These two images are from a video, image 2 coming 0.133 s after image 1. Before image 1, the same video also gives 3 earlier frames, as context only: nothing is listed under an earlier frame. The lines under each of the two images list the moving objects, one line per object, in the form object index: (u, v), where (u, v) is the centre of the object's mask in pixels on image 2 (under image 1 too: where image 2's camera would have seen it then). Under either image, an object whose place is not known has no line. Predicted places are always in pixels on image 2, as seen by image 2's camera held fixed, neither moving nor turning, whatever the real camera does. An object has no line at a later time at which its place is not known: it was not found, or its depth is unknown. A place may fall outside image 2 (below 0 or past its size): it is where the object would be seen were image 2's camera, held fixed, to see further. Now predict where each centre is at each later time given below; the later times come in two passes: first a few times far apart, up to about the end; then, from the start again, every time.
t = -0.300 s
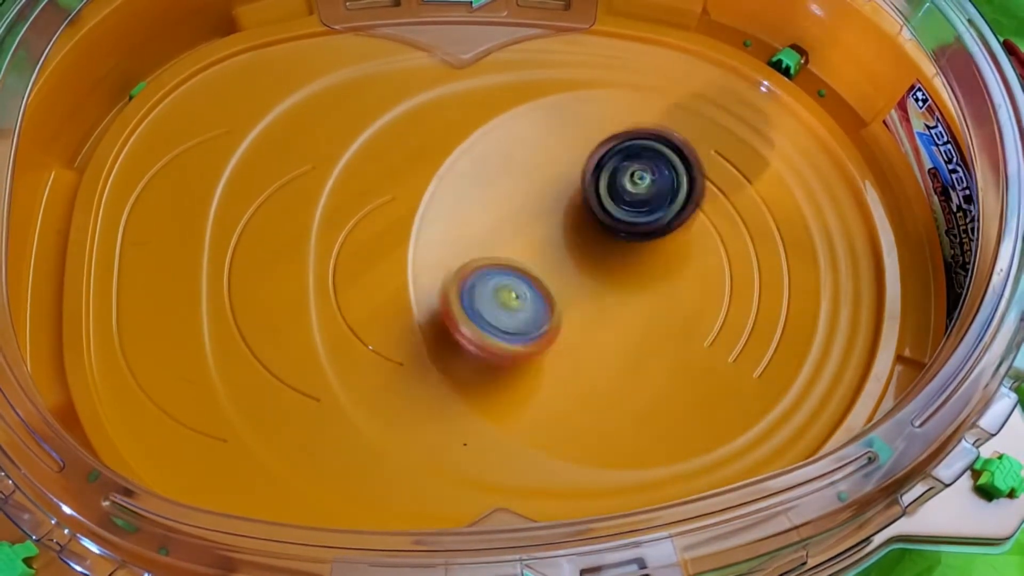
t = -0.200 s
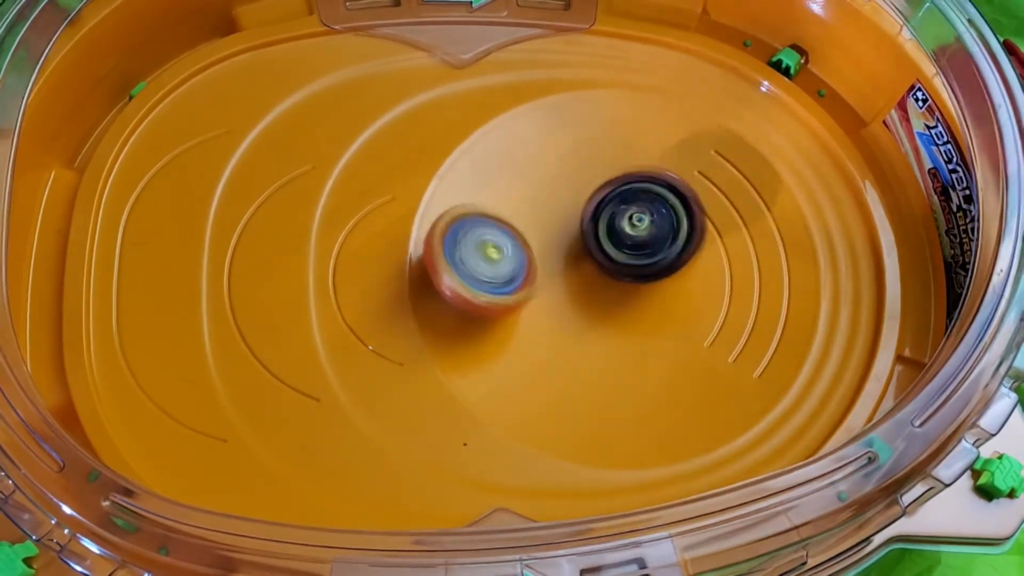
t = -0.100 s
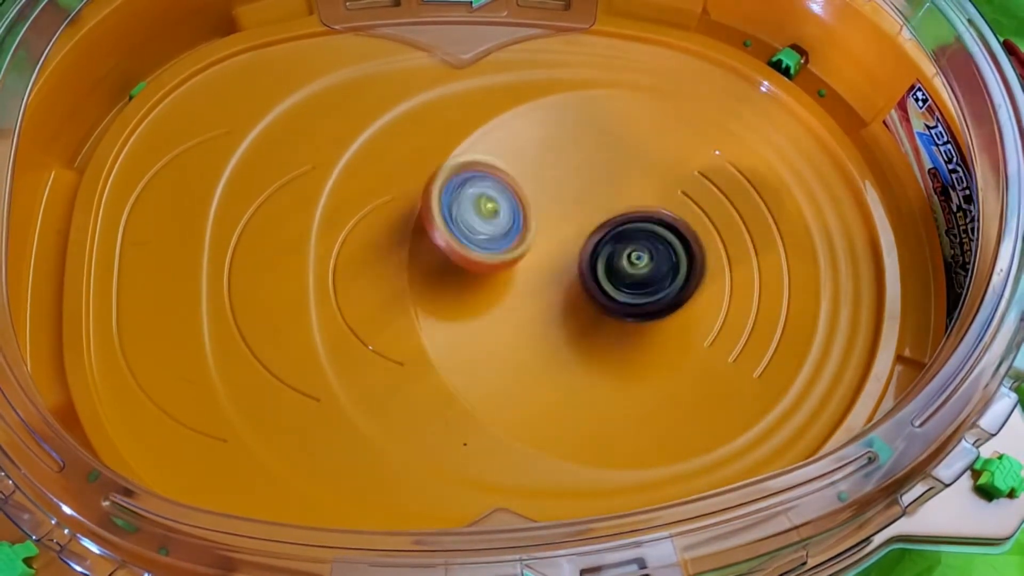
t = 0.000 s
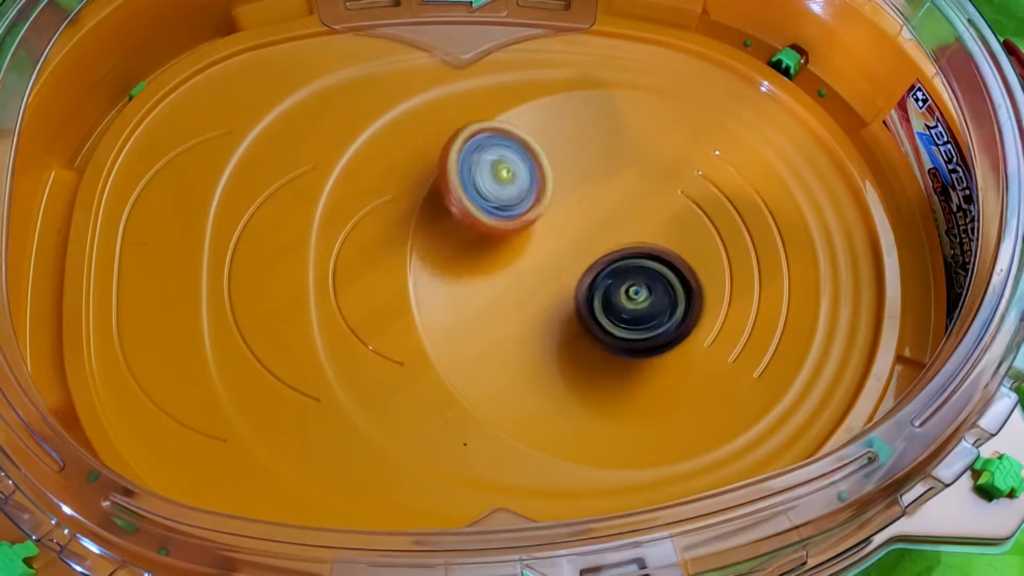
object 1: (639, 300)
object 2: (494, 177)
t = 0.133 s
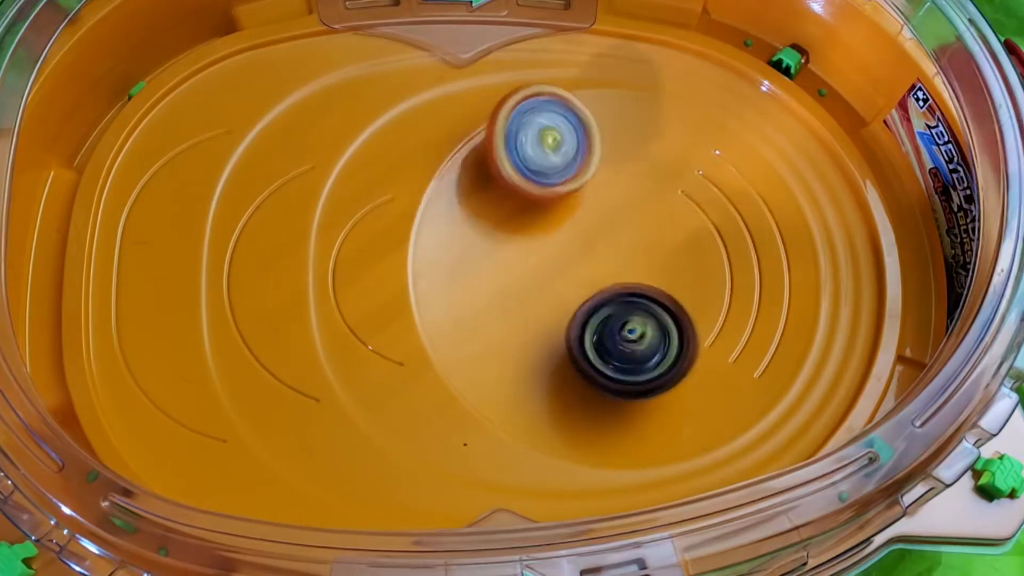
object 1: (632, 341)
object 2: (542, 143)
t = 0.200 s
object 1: (630, 356)
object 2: (571, 128)
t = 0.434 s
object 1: (615, 333)
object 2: (673, 110)
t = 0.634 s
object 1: (581, 263)
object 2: (716, 169)
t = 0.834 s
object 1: (559, 201)
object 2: (724, 273)
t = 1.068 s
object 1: (564, 164)
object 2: (666, 373)
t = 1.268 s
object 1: (610, 184)
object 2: (602, 397)
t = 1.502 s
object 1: (681, 216)
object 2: (529, 326)
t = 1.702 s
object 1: (702, 240)
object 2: (506, 226)
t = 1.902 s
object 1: (673, 274)
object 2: (553, 146)
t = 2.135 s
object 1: (615, 306)
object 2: (645, 111)
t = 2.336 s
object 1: (579, 309)
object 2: (700, 159)
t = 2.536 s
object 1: (569, 279)
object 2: (721, 260)
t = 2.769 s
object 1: (574, 219)
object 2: (684, 368)
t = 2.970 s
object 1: (590, 185)
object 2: (603, 377)
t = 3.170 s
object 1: (621, 183)
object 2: (525, 315)
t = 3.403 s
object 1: (657, 214)
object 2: (512, 202)
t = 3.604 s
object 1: (669, 249)
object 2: (577, 137)
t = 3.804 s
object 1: (656, 278)
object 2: (665, 127)
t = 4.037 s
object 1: (616, 293)
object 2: (719, 207)
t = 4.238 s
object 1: (536, 268)
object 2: (747, 326)
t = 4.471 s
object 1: (554, 224)
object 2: (676, 402)
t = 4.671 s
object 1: (642, 217)
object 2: (569, 345)
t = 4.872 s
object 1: (695, 252)
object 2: (508, 226)
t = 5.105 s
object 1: (646, 293)
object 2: (544, 122)
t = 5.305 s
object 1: (565, 269)
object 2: (633, 115)
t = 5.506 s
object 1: (566, 222)
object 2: (708, 191)
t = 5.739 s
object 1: (635, 214)
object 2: (707, 331)
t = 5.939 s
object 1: (654, 259)
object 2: (629, 388)
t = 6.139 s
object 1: (614, 278)
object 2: (533, 347)
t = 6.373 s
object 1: (613, 225)
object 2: (465, 240)
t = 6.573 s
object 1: (622, 227)
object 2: (527, 159)
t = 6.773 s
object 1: (666, 334)
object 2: (635, 86)
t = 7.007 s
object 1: (616, 336)
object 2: (757, 138)
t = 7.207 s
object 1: (608, 265)
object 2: (741, 262)
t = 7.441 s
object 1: (596, 195)
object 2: (609, 390)
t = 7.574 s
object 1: (602, 203)
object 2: (533, 392)
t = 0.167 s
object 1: (632, 349)
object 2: (557, 135)
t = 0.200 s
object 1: (630, 356)
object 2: (571, 128)
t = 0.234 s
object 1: (628, 359)
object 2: (587, 120)
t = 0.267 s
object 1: (628, 361)
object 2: (602, 115)
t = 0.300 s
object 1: (625, 360)
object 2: (619, 109)
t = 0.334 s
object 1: (624, 358)
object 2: (634, 108)
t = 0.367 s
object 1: (623, 352)
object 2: (647, 106)
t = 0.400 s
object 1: (619, 343)
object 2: (662, 108)
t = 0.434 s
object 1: (615, 333)
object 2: (673, 110)
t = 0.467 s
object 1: (610, 321)
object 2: (684, 115)
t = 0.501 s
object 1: (602, 310)
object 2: (690, 123)
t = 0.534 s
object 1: (597, 298)
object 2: (699, 131)
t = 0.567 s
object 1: (591, 286)
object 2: (705, 143)
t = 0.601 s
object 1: (585, 275)
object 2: (712, 155)
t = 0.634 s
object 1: (581, 263)
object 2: (716, 169)
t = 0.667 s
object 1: (575, 252)
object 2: (719, 184)
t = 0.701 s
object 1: (572, 242)
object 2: (721, 200)
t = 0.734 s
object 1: (567, 230)
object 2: (724, 218)
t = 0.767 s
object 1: (563, 220)
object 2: (727, 236)
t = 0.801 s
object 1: (562, 211)
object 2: (726, 255)
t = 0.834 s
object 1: (559, 201)
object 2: (724, 273)
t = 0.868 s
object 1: (558, 193)
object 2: (720, 290)
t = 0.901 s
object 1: (558, 184)
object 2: (712, 307)
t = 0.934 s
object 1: (556, 177)
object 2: (705, 322)
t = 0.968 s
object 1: (556, 171)
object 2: (697, 334)
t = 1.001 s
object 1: (558, 167)
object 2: (686, 348)
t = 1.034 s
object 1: (559, 165)
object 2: (676, 362)
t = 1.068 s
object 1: (564, 164)
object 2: (666, 373)
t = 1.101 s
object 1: (568, 164)
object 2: (655, 385)
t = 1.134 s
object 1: (571, 167)
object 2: (645, 392)
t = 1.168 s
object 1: (579, 170)
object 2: (634, 398)
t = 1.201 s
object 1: (588, 174)
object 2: (622, 400)
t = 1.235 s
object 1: (599, 180)
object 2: (612, 400)
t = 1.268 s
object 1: (610, 184)
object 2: (602, 397)
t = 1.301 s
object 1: (621, 189)
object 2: (591, 392)
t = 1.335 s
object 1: (633, 193)
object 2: (581, 386)
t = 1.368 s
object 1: (641, 197)
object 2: (572, 377)
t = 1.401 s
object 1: (653, 203)
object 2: (560, 366)
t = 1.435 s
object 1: (662, 206)
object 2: (549, 356)
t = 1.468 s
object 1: (670, 211)
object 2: (539, 342)
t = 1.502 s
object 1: (681, 216)
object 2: (529, 326)
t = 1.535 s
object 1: (687, 218)
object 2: (520, 309)
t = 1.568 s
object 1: (693, 224)
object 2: (514, 294)
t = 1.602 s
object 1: (699, 227)
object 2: (509, 276)
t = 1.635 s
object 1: (701, 231)
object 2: (507, 258)
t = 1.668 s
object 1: (703, 235)
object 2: (506, 242)
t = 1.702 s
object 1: (702, 240)
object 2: (506, 226)
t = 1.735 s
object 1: (700, 244)
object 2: (510, 209)
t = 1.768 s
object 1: (697, 249)
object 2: (516, 194)
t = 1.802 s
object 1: (692, 255)
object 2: (521, 180)
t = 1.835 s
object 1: (687, 262)
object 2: (531, 167)
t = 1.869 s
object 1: (681, 266)
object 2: (542, 156)
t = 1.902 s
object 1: (673, 274)
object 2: (553, 146)
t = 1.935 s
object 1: (666, 278)
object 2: (565, 137)
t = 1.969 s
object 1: (656, 284)
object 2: (577, 127)
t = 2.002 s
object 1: (650, 289)
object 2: (592, 121)
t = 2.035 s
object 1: (641, 294)
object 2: (605, 116)
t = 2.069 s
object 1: (634, 299)
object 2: (618, 112)
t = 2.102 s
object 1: (625, 301)
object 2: (630, 111)
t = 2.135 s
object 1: (615, 306)
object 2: (645, 111)
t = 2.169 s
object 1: (610, 308)
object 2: (655, 115)
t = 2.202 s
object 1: (600, 309)
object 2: (666, 120)
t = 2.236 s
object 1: (594, 311)
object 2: (676, 127)
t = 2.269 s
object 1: (588, 312)
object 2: (684, 137)
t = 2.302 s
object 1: (583, 311)
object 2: (694, 146)
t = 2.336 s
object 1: (579, 309)
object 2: (700, 159)
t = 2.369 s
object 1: (574, 306)
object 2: (706, 173)
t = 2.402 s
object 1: (573, 302)
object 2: (710, 188)
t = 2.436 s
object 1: (570, 297)
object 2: (714, 205)
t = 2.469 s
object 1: (570, 293)
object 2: (717, 223)
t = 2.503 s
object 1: (569, 287)
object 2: (718, 238)
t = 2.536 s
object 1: (569, 279)
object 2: (721, 260)
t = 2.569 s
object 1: (569, 270)
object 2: (722, 281)
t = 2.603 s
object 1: (568, 261)
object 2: (718, 303)
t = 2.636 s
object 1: (570, 251)
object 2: (714, 319)
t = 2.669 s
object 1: (568, 242)
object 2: (709, 333)
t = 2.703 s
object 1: (572, 235)
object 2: (702, 347)
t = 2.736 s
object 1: (572, 225)
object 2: (694, 358)
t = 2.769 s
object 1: (574, 219)
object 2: (684, 368)
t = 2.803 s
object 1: (577, 210)
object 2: (673, 375)
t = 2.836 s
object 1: (578, 205)
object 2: (658, 379)
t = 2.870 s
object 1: (582, 198)
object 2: (645, 381)
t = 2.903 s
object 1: (583, 192)
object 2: (631, 382)
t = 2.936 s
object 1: (588, 189)
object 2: (616, 380)
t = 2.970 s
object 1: (590, 185)
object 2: (603, 377)
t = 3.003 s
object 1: (595, 184)
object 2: (589, 371)
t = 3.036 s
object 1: (599, 181)
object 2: (573, 363)
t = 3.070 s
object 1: (606, 181)
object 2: (558, 354)
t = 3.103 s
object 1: (612, 180)
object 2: (545, 341)
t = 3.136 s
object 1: (616, 182)
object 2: (535, 328)
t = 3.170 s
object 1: (621, 183)
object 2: (525, 315)
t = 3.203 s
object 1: (624, 185)
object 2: (518, 300)
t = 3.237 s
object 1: (631, 189)
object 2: (511, 283)
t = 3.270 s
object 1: (636, 193)
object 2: (507, 265)
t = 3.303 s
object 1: (643, 198)
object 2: (504, 248)
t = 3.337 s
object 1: (648, 203)
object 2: (505, 233)
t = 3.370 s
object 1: (653, 209)
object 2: (507, 218)
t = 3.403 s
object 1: (657, 214)
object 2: (512, 202)
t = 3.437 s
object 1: (660, 220)
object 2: (519, 189)
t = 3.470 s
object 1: (664, 225)
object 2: (527, 175)
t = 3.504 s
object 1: (666, 231)
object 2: (538, 165)
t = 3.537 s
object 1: (668, 238)
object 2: (549, 155)
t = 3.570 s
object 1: (668, 243)
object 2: (563, 146)
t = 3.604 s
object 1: (669, 249)
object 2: (577, 137)
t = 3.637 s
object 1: (668, 254)
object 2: (590, 131)
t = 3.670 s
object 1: (668, 260)
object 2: (605, 126)
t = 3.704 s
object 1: (666, 265)
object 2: (621, 123)
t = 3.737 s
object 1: (663, 270)
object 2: (637, 122)
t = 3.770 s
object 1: (660, 274)
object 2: (653, 124)
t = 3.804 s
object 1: (656, 278)
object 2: (665, 127)
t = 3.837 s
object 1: (652, 281)
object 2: (677, 133)
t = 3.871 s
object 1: (646, 285)
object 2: (686, 140)
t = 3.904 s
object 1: (641, 287)
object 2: (694, 151)
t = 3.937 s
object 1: (635, 290)
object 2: (702, 162)
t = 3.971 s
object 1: (630, 291)
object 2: (707, 176)
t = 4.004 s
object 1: (622, 293)
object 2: (711, 192)
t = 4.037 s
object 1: (616, 293)
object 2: (719, 207)
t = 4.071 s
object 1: (608, 294)
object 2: (721, 226)
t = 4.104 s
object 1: (605, 293)
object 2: (720, 242)
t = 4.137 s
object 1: (598, 292)
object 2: (720, 262)
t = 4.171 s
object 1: (576, 286)
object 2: (731, 286)
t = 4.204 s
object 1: (555, 277)
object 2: (742, 309)
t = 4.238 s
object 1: (536, 268)
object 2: (747, 326)
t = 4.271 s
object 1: (525, 259)
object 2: (748, 346)
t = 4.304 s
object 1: (519, 245)
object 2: (742, 376)
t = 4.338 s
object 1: (522, 241)
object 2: (733, 388)
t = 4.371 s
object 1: (527, 236)
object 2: (723, 396)
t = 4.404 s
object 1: (534, 233)
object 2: (709, 402)
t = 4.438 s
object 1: (543, 229)
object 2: (694, 403)
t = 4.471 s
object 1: (554, 224)
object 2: (676, 402)
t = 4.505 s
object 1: (565, 223)
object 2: (656, 399)
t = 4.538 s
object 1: (579, 219)
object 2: (639, 395)
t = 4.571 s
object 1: (593, 218)
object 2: (621, 387)
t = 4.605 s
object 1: (610, 216)
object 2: (604, 377)
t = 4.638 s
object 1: (629, 216)
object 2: (586, 363)
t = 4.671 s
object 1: (642, 217)
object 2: (569, 345)
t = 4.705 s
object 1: (658, 220)
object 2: (553, 327)
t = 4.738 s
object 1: (670, 225)
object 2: (538, 308)
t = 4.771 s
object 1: (678, 231)
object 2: (527, 288)
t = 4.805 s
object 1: (689, 237)
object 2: (518, 268)
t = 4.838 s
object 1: (692, 245)
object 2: (512, 246)
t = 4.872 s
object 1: (695, 252)
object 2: (508, 226)
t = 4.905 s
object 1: (694, 260)
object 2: (507, 205)
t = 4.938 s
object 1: (692, 266)
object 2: (507, 187)
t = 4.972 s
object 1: (687, 273)
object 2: (511, 170)
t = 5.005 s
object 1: (680, 280)
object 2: (517, 156)
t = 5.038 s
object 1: (671, 286)
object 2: (524, 142)
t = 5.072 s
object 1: (658, 291)
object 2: (533, 132)
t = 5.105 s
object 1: (646, 293)
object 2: (544, 122)
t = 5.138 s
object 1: (630, 294)
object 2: (558, 113)
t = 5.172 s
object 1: (615, 291)
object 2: (573, 110)
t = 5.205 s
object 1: (600, 288)
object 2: (588, 106)
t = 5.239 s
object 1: (587, 282)
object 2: (603, 107)
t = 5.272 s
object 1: (574, 276)
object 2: (618, 109)
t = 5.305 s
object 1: (565, 269)
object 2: (633, 115)
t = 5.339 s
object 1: (557, 258)
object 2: (647, 121)
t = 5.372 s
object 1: (554, 250)
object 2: (662, 132)
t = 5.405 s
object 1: (553, 242)
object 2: (675, 145)
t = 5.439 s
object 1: (556, 235)
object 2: (687, 158)
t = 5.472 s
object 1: (560, 226)
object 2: (698, 175)
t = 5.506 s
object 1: (566, 222)
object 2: (708, 191)
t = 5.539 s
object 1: (573, 214)
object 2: (714, 211)
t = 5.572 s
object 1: (582, 213)
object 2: (716, 229)
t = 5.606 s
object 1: (591, 210)
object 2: (718, 249)
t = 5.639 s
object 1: (601, 210)
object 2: (719, 272)
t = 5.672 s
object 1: (614, 209)
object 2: (717, 295)
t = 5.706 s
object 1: (623, 214)
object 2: (713, 315)
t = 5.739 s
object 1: (635, 214)
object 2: (707, 331)
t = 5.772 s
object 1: (645, 223)
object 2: (697, 348)
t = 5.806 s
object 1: (648, 229)
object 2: (684, 361)
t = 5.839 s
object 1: (656, 236)
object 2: (674, 373)
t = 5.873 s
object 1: (656, 244)
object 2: (661, 383)
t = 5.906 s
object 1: (657, 251)
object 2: (647, 388)
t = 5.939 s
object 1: (654, 259)
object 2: (629, 388)
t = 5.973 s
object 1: (652, 266)
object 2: (611, 388)
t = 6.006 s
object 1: (645, 271)
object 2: (595, 386)
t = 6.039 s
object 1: (639, 275)
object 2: (578, 381)
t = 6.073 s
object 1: (630, 279)
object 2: (566, 374)
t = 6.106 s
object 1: (621, 281)
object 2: (552, 361)
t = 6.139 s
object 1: (614, 278)
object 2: (533, 347)
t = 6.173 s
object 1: (617, 273)
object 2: (510, 337)
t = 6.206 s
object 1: (618, 262)
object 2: (498, 323)
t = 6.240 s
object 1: (615, 251)
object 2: (487, 307)
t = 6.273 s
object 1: (614, 245)
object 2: (475, 291)
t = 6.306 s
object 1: (612, 235)
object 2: (469, 274)
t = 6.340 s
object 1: (611, 228)
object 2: (467, 257)
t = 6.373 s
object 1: (613, 225)
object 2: (465, 240)
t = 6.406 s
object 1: (613, 221)
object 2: (468, 223)
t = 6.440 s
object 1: (615, 222)
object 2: (476, 208)
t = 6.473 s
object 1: (618, 218)
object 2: (483, 194)
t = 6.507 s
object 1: (621, 219)
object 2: (496, 181)
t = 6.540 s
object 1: (621, 222)
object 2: (511, 170)
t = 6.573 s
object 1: (622, 227)
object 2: (527, 159)
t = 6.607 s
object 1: (634, 251)
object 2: (540, 137)
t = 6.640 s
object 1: (644, 272)
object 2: (553, 119)
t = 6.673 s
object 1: (654, 292)
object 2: (571, 105)
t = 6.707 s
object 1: (662, 308)
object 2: (593, 94)
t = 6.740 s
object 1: (665, 323)
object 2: (615, 88)
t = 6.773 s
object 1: (666, 334)
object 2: (635, 86)
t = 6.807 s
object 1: (662, 343)
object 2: (656, 85)
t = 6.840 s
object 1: (657, 350)
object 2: (676, 88)
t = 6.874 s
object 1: (650, 353)
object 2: (699, 92)
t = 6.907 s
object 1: (641, 354)
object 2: (722, 98)
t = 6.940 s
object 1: (631, 350)
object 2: (739, 109)
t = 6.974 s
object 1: (622, 345)
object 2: (750, 123)
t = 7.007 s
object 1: (616, 336)
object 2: (757, 138)
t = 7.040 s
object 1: (608, 325)
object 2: (768, 153)
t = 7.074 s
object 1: (606, 315)
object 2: (774, 171)
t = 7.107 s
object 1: (603, 301)
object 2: (771, 196)
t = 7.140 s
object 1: (603, 290)
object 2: (763, 218)
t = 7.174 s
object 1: (604, 277)
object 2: (756, 241)
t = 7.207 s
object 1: (608, 265)
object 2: (741, 262)
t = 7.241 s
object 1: (612, 256)
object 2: (728, 281)
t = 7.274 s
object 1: (609, 242)
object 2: (714, 308)
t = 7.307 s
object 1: (606, 223)
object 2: (699, 331)
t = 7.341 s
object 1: (604, 209)
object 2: (677, 353)
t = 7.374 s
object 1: (602, 200)
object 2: (658, 369)
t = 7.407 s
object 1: (601, 196)
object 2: (632, 382)
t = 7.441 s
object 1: (596, 195)
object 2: (609, 390)
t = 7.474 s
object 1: (599, 193)
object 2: (588, 396)
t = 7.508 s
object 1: (601, 194)
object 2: (564, 396)
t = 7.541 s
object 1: (603, 198)
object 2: (548, 396)
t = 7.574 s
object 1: (602, 203)
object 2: (533, 392)
